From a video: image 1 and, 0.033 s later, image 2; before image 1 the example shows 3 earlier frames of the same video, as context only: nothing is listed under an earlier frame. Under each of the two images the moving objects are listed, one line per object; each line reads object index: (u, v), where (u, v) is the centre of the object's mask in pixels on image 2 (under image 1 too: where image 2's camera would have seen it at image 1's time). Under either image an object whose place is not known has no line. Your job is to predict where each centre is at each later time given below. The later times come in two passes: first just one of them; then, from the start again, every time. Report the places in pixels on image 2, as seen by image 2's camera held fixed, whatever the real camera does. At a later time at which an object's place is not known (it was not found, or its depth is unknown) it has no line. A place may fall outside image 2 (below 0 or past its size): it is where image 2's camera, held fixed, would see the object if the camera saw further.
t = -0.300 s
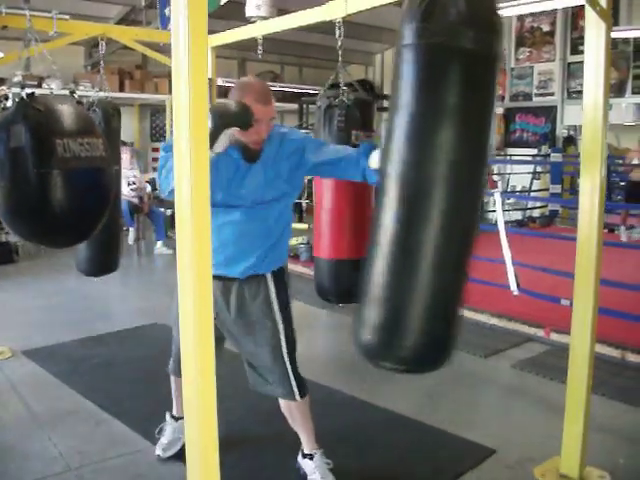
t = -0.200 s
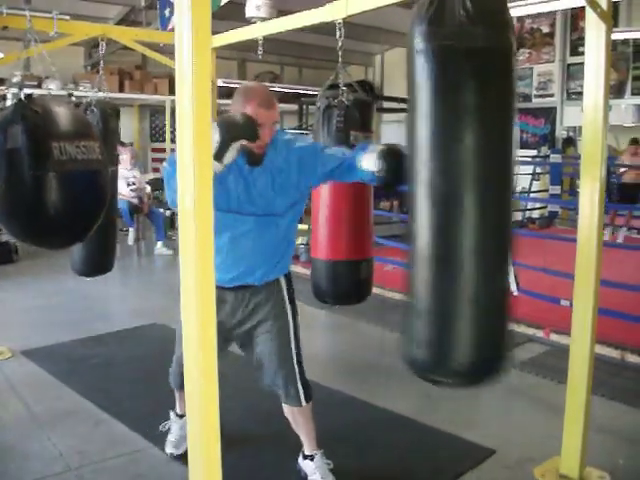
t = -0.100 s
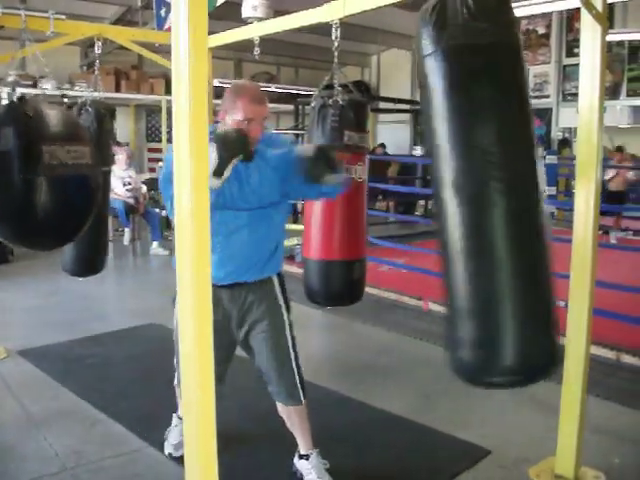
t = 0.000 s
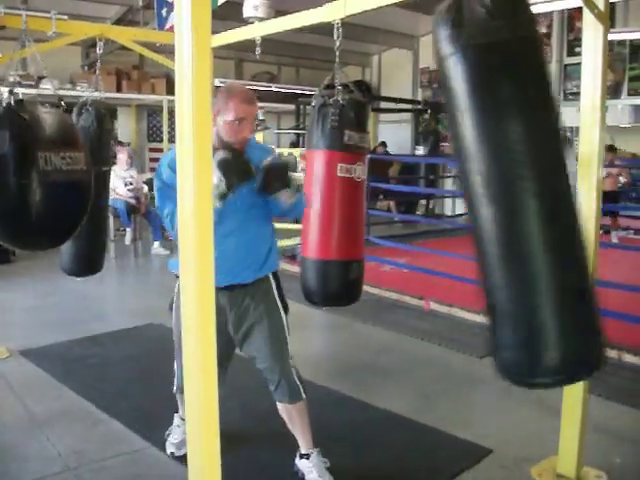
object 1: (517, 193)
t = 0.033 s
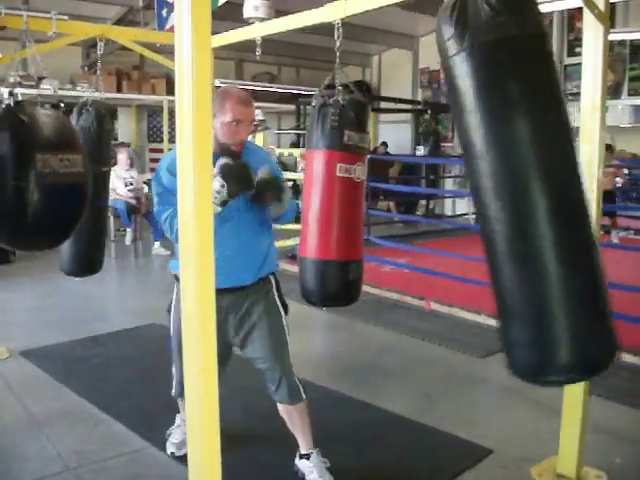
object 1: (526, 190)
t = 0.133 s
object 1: (545, 186)
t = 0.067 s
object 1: (533, 188)
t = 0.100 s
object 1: (540, 187)
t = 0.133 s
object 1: (545, 186)
